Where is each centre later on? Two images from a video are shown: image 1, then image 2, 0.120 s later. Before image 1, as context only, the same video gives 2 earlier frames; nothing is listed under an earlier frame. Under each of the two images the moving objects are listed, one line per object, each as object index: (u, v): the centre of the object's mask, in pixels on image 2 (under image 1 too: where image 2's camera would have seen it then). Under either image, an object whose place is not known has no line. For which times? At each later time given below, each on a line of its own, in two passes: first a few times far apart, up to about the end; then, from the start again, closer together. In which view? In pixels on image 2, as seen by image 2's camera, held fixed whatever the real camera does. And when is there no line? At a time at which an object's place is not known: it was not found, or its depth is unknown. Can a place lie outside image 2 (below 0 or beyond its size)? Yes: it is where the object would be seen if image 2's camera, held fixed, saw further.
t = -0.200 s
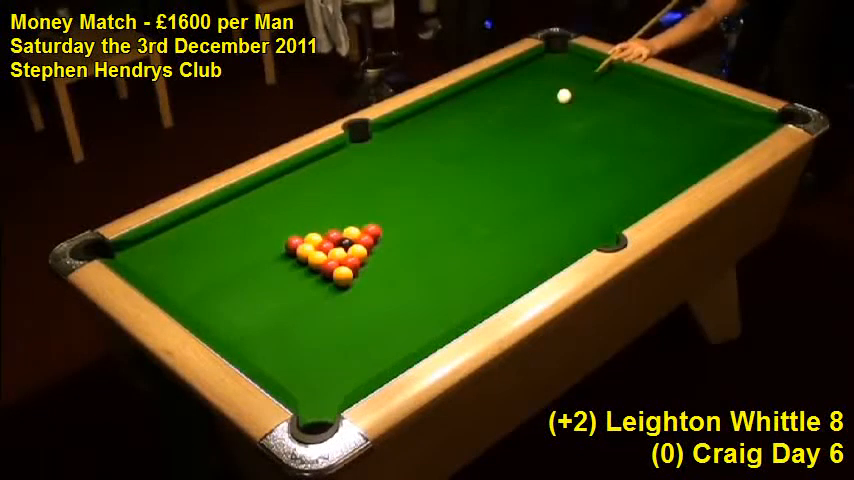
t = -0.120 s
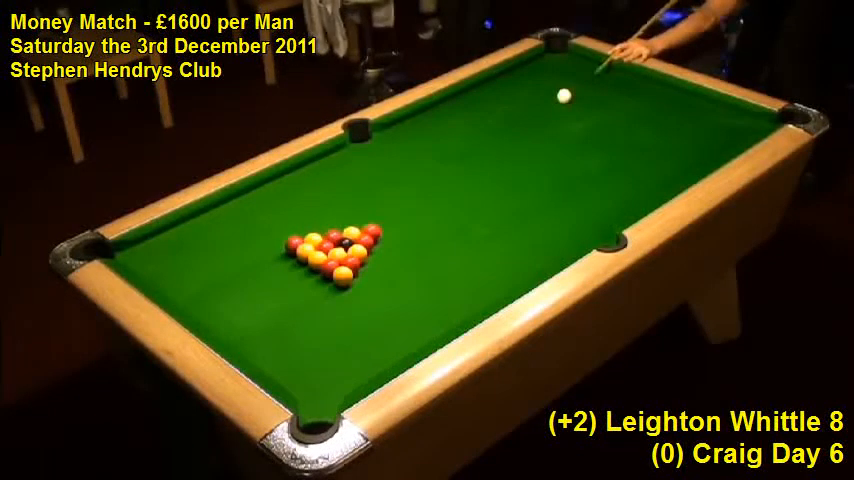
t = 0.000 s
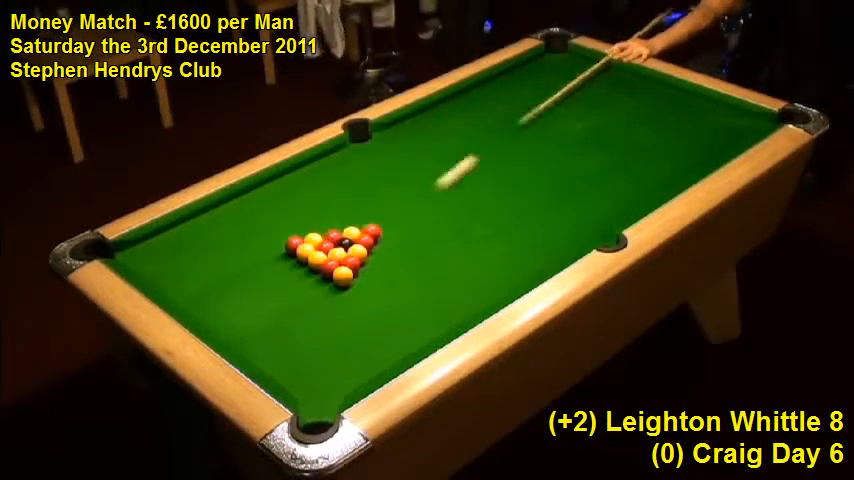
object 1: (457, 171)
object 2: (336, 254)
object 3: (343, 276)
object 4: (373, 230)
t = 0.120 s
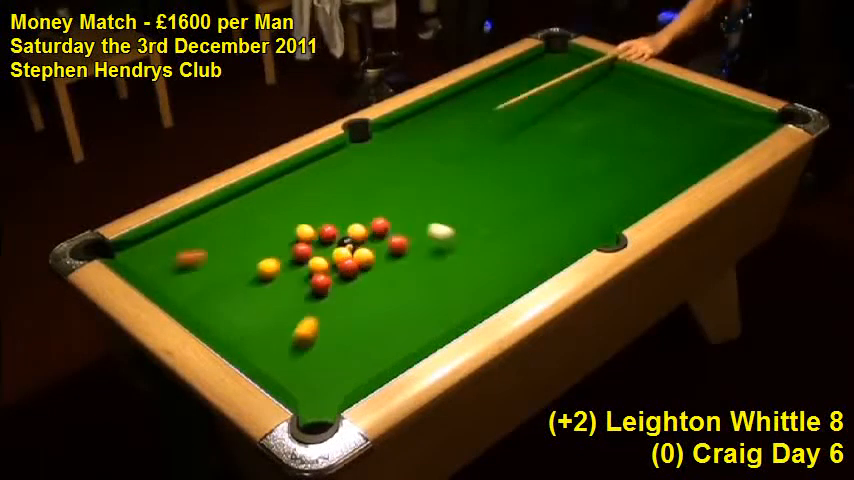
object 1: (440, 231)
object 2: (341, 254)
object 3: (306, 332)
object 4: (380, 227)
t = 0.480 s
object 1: (521, 221)
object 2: (357, 253)
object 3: (463, 301)
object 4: (416, 201)
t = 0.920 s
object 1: (557, 151)
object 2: (372, 255)
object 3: (568, 190)
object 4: (454, 173)
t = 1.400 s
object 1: (584, 92)
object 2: (384, 260)
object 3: (649, 102)
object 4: (489, 149)
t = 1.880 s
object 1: (579, 65)
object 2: (391, 263)
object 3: (566, 98)
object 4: (520, 128)
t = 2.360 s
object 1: (605, 70)
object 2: (392, 264)
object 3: (440, 114)
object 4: (544, 111)
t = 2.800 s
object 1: (610, 79)
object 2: (392, 264)
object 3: (382, 147)
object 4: (562, 99)
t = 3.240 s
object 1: (622, 90)
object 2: (392, 264)
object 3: (347, 190)
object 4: (573, 90)
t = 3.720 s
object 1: (633, 100)
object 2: (392, 263)
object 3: (306, 240)
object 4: (561, 91)
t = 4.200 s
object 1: (643, 108)
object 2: (392, 263)
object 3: (263, 294)
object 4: (553, 92)
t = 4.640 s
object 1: (650, 113)
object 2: (392, 263)
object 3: (241, 334)
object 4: (551, 91)
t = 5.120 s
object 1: (653, 117)
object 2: (392, 263)
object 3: (299, 323)
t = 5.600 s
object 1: (653, 117)
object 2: (392, 264)
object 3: (349, 316)
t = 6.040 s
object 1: (653, 117)
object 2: (392, 264)
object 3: (386, 307)
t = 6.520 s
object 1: (653, 117)
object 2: (392, 264)
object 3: (418, 302)
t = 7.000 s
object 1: (653, 117)
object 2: (392, 264)
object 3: (439, 298)
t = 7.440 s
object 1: (653, 117)
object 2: (392, 264)
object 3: (452, 297)
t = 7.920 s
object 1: (653, 118)
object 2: (392, 264)
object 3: (452, 297)
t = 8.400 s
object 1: (653, 118)
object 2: (392, 263)
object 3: (452, 297)
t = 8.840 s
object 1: (653, 117)
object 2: (392, 263)
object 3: (453, 297)
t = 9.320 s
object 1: (653, 117)
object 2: (392, 264)
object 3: (452, 297)
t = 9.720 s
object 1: (653, 117)
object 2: (392, 264)
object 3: (452, 297)
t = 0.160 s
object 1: (470, 243)
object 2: (343, 254)
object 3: (287, 361)
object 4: (384, 224)
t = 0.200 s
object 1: (498, 251)
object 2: (345, 254)
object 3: (298, 368)
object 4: (389, 221)
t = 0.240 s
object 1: (526, 259)
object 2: (347, 254)
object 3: (330, 360)
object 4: (393, 218)
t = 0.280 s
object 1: (536, 261)
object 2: (350, 254)
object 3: (361, 351)
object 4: (396, 215)
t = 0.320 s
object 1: (522, 254)
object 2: (351, 254)
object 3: (390, 343)
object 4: (400, 212)
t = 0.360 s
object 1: (507, 246)
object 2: (352, 255)
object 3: (416, 335)
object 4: (404, 209)
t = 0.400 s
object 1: (508, 238)
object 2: (353, 254)
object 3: (440, 325)
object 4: (408, 206)
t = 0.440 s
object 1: (515, 229)
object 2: (355, 254)
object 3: (451, 313)
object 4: (412, 203)
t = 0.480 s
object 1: (521, 221)
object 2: (357, 253)
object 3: (463, 301)
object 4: (416, 201)
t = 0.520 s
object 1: (526, 213)
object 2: (358, 254)
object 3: (474, 290)
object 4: (420, 198)
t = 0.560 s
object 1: (530, 206)
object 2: (360, 253)
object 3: (484, 279)
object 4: (423, 195)
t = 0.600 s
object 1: (533, 200)
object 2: (361, 253)
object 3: (495, 268)
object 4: (427, 193)
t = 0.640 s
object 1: (536, 193)
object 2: (362, 253)
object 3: (505, 257)
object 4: (430, 190)
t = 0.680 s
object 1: (540, 186)
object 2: (363, 253)
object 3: (515, 247)
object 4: (434, 188)
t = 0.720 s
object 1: (542, 180)
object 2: (365, 253)
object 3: (524, 237)
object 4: (437, 185)
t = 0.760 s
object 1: (546, 174)
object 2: (366, 252)
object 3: (533, 227)
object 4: (441, 182)
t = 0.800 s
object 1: (548, 168)
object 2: (368, 253)
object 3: (542, 217)
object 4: (444, 180)
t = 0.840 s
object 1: (552, 162)
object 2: (369, 254)
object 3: (551, 208)
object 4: (447, 178)
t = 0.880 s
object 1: (554, 156)
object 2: (371, 254)
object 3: (560, 199)
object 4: (450, 176)
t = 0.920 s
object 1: (557, 151)
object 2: (372, 255)
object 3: (568, 190)
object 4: (454, 173)
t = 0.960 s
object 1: (559, 145)
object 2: (373, 255)
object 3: (576, 182)
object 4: (457, 171)
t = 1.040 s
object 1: (564, 134)
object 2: (376, 256)
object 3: (591, 166)
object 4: (463, 167)
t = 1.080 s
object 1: (567, 130)
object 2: (377, 257)
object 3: (598, 158)
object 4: (466, 165)
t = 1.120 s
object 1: (568, 124)
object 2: (378, 257)
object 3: (605, 151)
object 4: (469, 163)
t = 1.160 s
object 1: (571, 119)
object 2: (379, 258)
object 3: (612, 143)
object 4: (472, 161)
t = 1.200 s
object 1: (573, 115)
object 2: (380, 258)
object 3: (619, 136)
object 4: (475, 158)
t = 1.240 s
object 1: (575, 110)
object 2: (381, 258)
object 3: (625, 129)
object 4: (478, 156)
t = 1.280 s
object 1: (578, 105)
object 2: (382, 259)
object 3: (631, 122)
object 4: (481, 155)
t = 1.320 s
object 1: (580, 101)
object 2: (383, 259)
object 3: (637, 115)
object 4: (483, 153)
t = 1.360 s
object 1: (582, 96)
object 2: (384, 260)
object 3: (643, 109)
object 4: (486, 151)
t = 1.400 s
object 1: (584, 92)
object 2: (384, 260)
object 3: (649, 102)
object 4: (489, 149)
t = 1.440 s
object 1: (586, 88)
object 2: (385, 260)
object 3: (655, 96)
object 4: (492, 147)
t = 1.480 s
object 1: (588, 83)
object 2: (386, 260)
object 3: (661, 90)
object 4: (494, 145)
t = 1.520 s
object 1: (590, 79)
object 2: (387, 261)
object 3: (664, 85)
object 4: (497, 143)
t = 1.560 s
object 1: (592, 75)
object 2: (388, 261)
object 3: (653, 87)
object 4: (500, 142)
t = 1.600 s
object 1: (593, 71)
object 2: (388, 261)
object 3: (641, 89)
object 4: (502, 140)
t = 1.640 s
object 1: (595, 67)
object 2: (389, 262)
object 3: (630, 90)
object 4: (505, 138)
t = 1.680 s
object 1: (597, 64)
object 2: (389, 262)
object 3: (619, 91)
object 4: (507, 137)
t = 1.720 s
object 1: (594, 63)
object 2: (390, 262)
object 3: (608, 93)
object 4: (510, 135)
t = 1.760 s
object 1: (588, 64)
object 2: (390, 262)
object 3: (598, 94)
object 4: (512, 133)
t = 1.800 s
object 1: (582, 64)
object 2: (390, 262)
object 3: (587, 95)
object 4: (515, 132)
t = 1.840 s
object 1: (577, 66)
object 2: (391, 263)
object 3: (577, 97)
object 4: (516, 130)
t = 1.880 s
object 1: (579, 65)
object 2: (391, 263)
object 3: (566, 98)
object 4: (520, 128)
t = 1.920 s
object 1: (585, 65)
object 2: (392, 263)
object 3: (556, 100)
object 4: (521, 126)
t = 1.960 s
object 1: (591, 65)
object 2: (392, 263)
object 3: (545, 101)
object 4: (524, 125)
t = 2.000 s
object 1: (595, 65)
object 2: (392, 263)
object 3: (535, 102)
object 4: (526, 124)
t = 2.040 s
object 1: (599, 64)
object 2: (392, 264)
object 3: (524, 103)
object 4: (528, 122)
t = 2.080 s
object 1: (602, 64)
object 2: (392, 264)
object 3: (513, 105)
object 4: (530, 121)
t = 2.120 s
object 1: (603, 65)
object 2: (392, 264)
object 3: (502, 106)
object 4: (532, 119)
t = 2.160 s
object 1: (603, 66)
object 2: (392, 264)
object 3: (492, 108)
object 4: (535, 118)
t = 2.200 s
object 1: (604, 67)
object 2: (392, 264)
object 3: (481, 109)
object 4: (536, 117)
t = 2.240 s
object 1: (604, 68)
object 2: (392, 264)
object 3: (471, 111)
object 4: (538, 115)
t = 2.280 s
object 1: (605, 68)
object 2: (392, 264)
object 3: (461, 112)
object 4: (540, 114)
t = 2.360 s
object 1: (605, 70)
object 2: (392, 264)
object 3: (440, 114)
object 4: (544, 111)
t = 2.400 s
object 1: (606, 71)
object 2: (392, 264)
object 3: (429, 116)
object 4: (546, 111)
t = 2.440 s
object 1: (606, 72)
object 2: (392, 264)
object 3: (419, 117)
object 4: (547, 109)
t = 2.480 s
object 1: (607, 72)
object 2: (392, 264)
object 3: (409, 119)
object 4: (549, 108)
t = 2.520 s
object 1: (607, 73)
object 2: (392, 264)
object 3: (403, 122)
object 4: (551, 107)
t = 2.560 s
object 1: (607, 74)
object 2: (392, 264)
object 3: (400, 125)
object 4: (552, 106)
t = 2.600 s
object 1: (608, 75)
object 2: (392, 264)
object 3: (398, 129)
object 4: (555, 105)
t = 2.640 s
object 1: (608, 75)
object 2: (392, 264)
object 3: (395, 132)
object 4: (556, 103)
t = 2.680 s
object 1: (608, 76)
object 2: (392, 264)
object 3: (391, 136)
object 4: (557, 103)
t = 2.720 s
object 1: (608, 77)
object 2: (392, 264)
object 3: (389, 140)
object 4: (559, 102)
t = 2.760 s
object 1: (609, 77)
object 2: (392, 264)
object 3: (385, 144)
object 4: (560, 101)
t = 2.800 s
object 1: (610, 79)
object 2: (392, 264)
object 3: (382, 147)
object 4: (562, 99)
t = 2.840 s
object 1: (611, 80)
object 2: (392, 264)
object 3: (379, 151)
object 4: (563, 99)
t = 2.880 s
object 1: (612, 81)
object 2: (392, 264)
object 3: (376, 155)
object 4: (565, 97)
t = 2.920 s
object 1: (613, 82)
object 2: (392, 264)
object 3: (373, 159)
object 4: (566, 96)
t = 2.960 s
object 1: (615, 83)
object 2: (392, 264)
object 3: (370, 163)
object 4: (567, 95)
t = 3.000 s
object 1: (616, 84)
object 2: (392, 264)
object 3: (367, 166)
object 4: (568, 94)
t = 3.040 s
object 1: (617, 85)
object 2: (392, 264)
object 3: (364, 171)
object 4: (570, 94)
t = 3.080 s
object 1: (618, 86)
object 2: (392, 264)
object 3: (361, 174)
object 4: (571, 93)
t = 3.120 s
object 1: (619, 87)
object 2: (392, 264)
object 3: (357, 178)
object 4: (573, 92)
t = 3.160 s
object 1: (620, 88)
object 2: (392, 264)
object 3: (354, 182)
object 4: (574, 91)
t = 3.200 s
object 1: (621, 89)
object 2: (392, 264)
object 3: (350, 186)
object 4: (574, 90)
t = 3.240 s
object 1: (622, 90)
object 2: (392, 264)
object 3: (347, 190)
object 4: (573, 90)
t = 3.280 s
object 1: (623, 91)
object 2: (392, 263)
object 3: (344, 194)
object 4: (572, 90)
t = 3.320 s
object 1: (624, 92)
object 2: (392, 264)
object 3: (340, 197)
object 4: (571, 91)
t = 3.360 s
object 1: (625, 93)
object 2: (392, 264)
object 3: (337, 201)
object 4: (570, 91)
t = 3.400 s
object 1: (626, 94)
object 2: (392, 264)
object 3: (333, 206)
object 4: (568, 91)
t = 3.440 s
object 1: (627, 95)
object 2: (392, 264)
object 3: (330, 210)
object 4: (567, 91)
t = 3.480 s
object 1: (628, 96)
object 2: (392, 264)
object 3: (327, 215)
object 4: (567, 91)
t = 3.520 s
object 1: (629, 96)
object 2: (392, 263)
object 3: (324, 219)
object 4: (566, 91)
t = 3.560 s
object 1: (630, 97)
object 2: (392, 264)
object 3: (320, 223)
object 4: (565, 91)
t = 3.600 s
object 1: (631, 98)
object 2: (392, 263)
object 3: (317, 227)
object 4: (564, 91)
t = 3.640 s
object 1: (632, 99)
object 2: (392, 264)
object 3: (313, 232)
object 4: (563, 91)
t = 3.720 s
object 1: (633, 100)
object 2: (392, 263)
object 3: (306, 240)
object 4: (561, 91)
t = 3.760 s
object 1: (634, 101)
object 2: (392, 263)
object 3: (303, 245)
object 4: (560, 91)
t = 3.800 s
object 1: (635, 102)
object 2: (392, 263)
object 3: (299, 249)
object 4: (559, 91)
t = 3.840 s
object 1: (636, 103)
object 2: (392, 264)
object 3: (296, 253)
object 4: (558, 92)
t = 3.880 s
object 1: (637, 104)
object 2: (392, 264)
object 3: (292, 258)
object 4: (558, 91)
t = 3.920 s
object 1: (638, 104)
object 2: (392, 263)
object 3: (288, 262)
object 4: (557, 91)
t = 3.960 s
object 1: (638, 105)
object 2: (392, 264)
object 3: (285, 267)
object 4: (556, 91)
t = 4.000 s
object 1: (639, 106)
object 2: (392, 264)
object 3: (281, 271)
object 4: (555, 92)
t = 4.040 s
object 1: (640, 106)
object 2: (392, 264)
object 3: (277, 276)
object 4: (555, 91)
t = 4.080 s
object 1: (641, 107)
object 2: (392, 263)
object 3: (273, 280)
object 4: (555, 91)
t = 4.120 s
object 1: (642, 107)
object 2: (392, 263)
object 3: (270, 285)
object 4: (554, 91)
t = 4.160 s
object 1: (643, 108)
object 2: (392, 263)
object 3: (266, 290)
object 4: (553, 92)
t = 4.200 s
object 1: (643, 108)
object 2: (392, 263)
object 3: (263, 294)
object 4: (553, 92)
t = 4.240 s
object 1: (644, 109)
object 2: (392, 263)
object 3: (259, 299)
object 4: (552, 91)
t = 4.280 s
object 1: (645, 110)
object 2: (392, 263)
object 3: (255, 303)
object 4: (552, 91)
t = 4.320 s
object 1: (645, 110)
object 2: (392, 263)
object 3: (252, 308)
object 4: (552, 92)
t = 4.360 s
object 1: (646, 111)
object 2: (392, 263)
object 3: (248, 313)
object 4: (551, 92)
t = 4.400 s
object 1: (646, 111)
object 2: (392, 263)
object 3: (244, 318)
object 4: (552, 92)
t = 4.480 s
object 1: (647, 112)
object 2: (392, 263)
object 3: (237, 327)
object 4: (551, 91)
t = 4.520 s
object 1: (648, 113)
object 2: (392, 263)
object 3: (234, 331)
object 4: (551, 91)
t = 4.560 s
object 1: (649, 113)
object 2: (392, 263)
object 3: (231, 334)
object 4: (551, 91)
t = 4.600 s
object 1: (649, 113)
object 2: (392, 263)
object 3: (236, 334)
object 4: (551, 91)
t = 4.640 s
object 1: (650, 113)
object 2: (392, 263)
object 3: (241, 334)
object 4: (551, 91)
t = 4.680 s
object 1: (650, 114)
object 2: (392, 263)
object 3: (246, 333)
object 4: (551, 91)
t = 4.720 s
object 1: (651, 114)
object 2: (392, 263)
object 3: (251, 332)
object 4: (550, 91)
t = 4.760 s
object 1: (651, 115)
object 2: (392, 263)
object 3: (256, 331)
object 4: (551, 91)
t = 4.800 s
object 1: (651, 115)
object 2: (392, 263)
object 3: (262, 330)
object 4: (551, 91)
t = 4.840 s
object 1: (652, 115)
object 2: (392, 263)
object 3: (266, 329)
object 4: (551, 91)
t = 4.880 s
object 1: (652, 115)
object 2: (392, 263)
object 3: (271, 328)
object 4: (551, 91)
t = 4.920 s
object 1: (652, 116)
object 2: (392, 263)
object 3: (276, 328)
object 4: (550, 92)
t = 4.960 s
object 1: (652, 116)
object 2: (392, 263)
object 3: (281, 327)
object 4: (551, 91)
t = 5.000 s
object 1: (652, 116)
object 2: (392, 263)
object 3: (285, 326)
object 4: (551, 91)
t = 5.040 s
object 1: (652, 116)
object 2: (392, 263)
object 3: (290, 325)
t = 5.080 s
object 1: (652, 116)
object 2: (392, 263)
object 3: (295, 324)
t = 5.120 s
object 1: (653, 117)
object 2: (392, 263)
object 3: (299, 323)
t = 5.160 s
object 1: (653, 117)
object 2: (392, 263)
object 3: (304, 323)
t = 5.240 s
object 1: (653, 117)
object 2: (392, 263)
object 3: (313, 321)
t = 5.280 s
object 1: (653, 117)
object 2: (392, 263)
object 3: (317, 321)
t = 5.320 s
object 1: (653, 117)
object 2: (392, 263)
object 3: (321, 320)
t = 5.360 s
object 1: (653, 117)
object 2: (392, 263)
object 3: (325, 319)
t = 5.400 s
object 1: (653, 117)
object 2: (392, 263)
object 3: (330, 318)
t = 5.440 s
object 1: (653, 117)
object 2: (392, 264)
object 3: (334, 318)
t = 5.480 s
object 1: (653, 117)
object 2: (392, 264)
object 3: (338, 317)
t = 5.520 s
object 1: (653, 117)
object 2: (392, 264)
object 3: (341, 317)
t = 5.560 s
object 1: (653, 117)
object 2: (392, 264)
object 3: (345, 316)
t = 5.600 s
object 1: (653, 117)
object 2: (392, 264)
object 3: (349, 316)
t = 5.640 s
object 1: (653, 117)
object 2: (392, 264)
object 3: (353, 315)
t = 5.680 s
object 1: (653, 117)
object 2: (392, 264)
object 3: (357, 314)
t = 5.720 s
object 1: (653, 117)
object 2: (392, 264)
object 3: (360, 314)
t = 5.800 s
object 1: (653, 117)
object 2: (392, 263)
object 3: (367, 312)
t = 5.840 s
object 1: (653, 117)
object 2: (392, 264)
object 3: (370, 312)
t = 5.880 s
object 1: (653, 117)
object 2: (392, 264)
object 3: (373, 311)
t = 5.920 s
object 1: (653, 117)
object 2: (392, 264)
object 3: (377, 310)
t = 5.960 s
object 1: (653, 117)
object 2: (392, 264)
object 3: (380, 310)
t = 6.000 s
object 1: (653, 117)
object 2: (392, 264)
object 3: (383, 308)
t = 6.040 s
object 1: (653, 117)
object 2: (392, 264)
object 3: (386, 307)
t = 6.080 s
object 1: (653, 117)
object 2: (392, 263)
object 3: (389, 307)
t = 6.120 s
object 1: (653, 117)
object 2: (392, 264)
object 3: (391, 306)
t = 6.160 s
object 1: (653, 117)
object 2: (392, 264)
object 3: (394, 304)
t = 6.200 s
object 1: (653, 117)
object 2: (392, 264)
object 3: (396, 304)
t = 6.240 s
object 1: (653, 117)
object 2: (392, 264)
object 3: (399, 302)
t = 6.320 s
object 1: (653, 117)
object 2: (392, 264)
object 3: (405, 301)
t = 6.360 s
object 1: (653, 117)
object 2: (392, 264)
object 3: (408, 301)
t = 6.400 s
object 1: (653, 117)
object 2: (392, 264)
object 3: (411, 301)
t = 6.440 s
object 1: (653, 117)
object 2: (392, 264)
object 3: (413, 301)
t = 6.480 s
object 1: (653, 117)
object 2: (392, 264)
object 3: (416, 302)
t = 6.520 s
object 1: (653, 117)
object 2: (392, 264)
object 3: (418, 302)
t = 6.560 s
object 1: (653, 117)
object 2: (392, 263)
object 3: (420, 302)
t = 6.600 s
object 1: (653, 117)
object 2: (392, 263)
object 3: (422, 302)
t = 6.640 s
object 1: (653, 117)
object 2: (392, 263)
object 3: (424, 302)
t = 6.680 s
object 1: (653, 117)
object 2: (392, 263)
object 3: (426, 302)
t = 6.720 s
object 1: (653, 117)
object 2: (392, 264)
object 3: (428, 301)
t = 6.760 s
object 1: (653, 117)
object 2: (392, 264)
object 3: (429, 301)
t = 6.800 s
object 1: (653, 117)
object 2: (392, 264)
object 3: (431, 300)
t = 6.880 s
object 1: (653, 117)
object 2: (392, 264)
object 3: (434, 299)
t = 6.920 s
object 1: (653, 117)
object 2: (392, 263)
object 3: (436, 299)
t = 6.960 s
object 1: (653, 117)
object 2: (392, 264)
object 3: (437, 298)
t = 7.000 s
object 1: (653, 117)
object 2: (392, 264)
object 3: (439, 298)
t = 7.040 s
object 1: (653, 117)
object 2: (392, 263)
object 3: (441, 297)
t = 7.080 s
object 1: (653, 117)
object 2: (392, 263)
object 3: (442, 297)
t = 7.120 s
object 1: (653, 117)
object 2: (392, 263)
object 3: (444, 297)
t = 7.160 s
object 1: (653, 117)
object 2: (392, 263)
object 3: (445, 297)
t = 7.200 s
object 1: (653, 117)
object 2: (392, 263)
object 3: (447, 297)
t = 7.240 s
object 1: (653, 117)
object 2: (392, 264)
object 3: (447, 297)
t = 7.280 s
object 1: (653, 117)
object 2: (392, 263)
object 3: (449, 297)
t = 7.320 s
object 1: (653, 117)
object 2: (392, 264)
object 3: (450, 297)
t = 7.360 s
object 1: (653, 117)
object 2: (392, 264)
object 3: (451, 297)
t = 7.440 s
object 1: (653, 117)
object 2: (392, 264)
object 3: (452, 297)
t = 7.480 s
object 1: (653, 117)
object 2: (392, 264)
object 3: (452, 296)
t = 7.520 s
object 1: (653, 117)
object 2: (392, 264)
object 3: (452, 296)
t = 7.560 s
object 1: (653, 117)
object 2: (392, 264)
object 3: (453, 297)
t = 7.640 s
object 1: (653, 117)
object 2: (392, 264)
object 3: (452, 297)
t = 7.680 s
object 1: (653, 117)
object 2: (392, 264)
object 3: (452, 297)
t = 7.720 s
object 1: (653, 117)
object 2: (392, 264)
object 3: (452, 297)
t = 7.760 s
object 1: (653, 117)
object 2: (392, 264)
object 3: (453, 296)
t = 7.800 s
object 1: (653, 117)
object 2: (392, 264)
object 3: (452, 297)
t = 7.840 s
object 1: (653, 118)
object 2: (392, 264)
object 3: (452, 297)
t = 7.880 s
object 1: (653, 118)
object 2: (392, 264)
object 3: (452, 297)
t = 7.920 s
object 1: (653, 118)
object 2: (392, 264)
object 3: (452, 297)
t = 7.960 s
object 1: (653, 118)
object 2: (392, 264)
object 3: (452, 297)
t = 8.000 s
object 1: (653, 118)
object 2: (392, 264)
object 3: (453, 297)
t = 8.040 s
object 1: (653, 118)
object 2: (392, 264)
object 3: (452, 297)
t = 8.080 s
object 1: (653, 118)
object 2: (392, 264)
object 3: (452, 297)
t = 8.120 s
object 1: (653, 118)
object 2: (392, 263)
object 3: (452, 297)
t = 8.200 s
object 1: (653, 118)
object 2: (392, 263)
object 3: (452, 297)
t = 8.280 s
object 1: (653, 118)
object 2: (392, 263)
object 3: (452, 297)
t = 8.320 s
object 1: (653, 118)
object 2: (392, 263)
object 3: (452, 297)
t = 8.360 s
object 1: (653, 118)
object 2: (392, 263)
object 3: (452, 297)
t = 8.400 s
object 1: (653, 118)
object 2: (392, 263)
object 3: (452, 297)
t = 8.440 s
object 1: (653, 118)
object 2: (392, 263)
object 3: (452, 297)
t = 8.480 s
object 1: (653, 118)
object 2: (392, 263)
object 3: (452, 297)
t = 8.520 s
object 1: (653, 118)
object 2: (392, 263)
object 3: (452, 297)
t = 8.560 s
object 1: (653, 118)
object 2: (392, 263)
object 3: (452, 297)
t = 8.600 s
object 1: (653, 118)
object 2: (392, 263)
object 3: (452, 297)
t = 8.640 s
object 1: (653, 118)
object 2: (392, 263)
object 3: (452, 297)
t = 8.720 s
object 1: (653, 117)
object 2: (392, 263)
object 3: (452, 297)
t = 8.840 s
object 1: (653, 117)
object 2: (392, 263)
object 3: (453, 297)
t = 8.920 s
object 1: (653, 117)
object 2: (392, 263)
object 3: (452, 297)
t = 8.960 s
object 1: (653, 117)
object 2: (392, 263)
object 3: (452, 297)
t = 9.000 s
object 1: (653, 117)
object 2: (392, 263)
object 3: (452, 297)
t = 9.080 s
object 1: (653, 117)
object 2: (392, 263)
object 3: (452, 297)
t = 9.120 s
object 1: (653, 117)
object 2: (392, 263)
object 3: (452, 297)
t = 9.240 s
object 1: (653, 117)
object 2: (392, 264)
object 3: (452, 297)
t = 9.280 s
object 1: (653, 117)
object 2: (392, 264)
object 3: (452, 297)
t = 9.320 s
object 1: (653, 117)
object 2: (392, 264)
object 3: (452, 297)
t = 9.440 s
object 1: (653, 117)
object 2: (392, 264)
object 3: (452, 297)
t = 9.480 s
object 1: (653, 117)
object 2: (392, 264)
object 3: (452, 297)
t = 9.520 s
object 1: (653, 117)
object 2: (392, 263)
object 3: (452, 297)
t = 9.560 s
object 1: (653, 117)
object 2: (392, 264)
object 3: (452, 297)
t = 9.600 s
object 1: (653, 117)
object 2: (392, 264)
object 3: (452, 297)
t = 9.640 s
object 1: (653, 117)
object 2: (392, 264)
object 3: (452, 297)
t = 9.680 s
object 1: (653, 117)
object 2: (392, 264)
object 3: (452, 297)
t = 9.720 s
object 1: (653, 117)
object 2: (392, 264)
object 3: (452, 297)
